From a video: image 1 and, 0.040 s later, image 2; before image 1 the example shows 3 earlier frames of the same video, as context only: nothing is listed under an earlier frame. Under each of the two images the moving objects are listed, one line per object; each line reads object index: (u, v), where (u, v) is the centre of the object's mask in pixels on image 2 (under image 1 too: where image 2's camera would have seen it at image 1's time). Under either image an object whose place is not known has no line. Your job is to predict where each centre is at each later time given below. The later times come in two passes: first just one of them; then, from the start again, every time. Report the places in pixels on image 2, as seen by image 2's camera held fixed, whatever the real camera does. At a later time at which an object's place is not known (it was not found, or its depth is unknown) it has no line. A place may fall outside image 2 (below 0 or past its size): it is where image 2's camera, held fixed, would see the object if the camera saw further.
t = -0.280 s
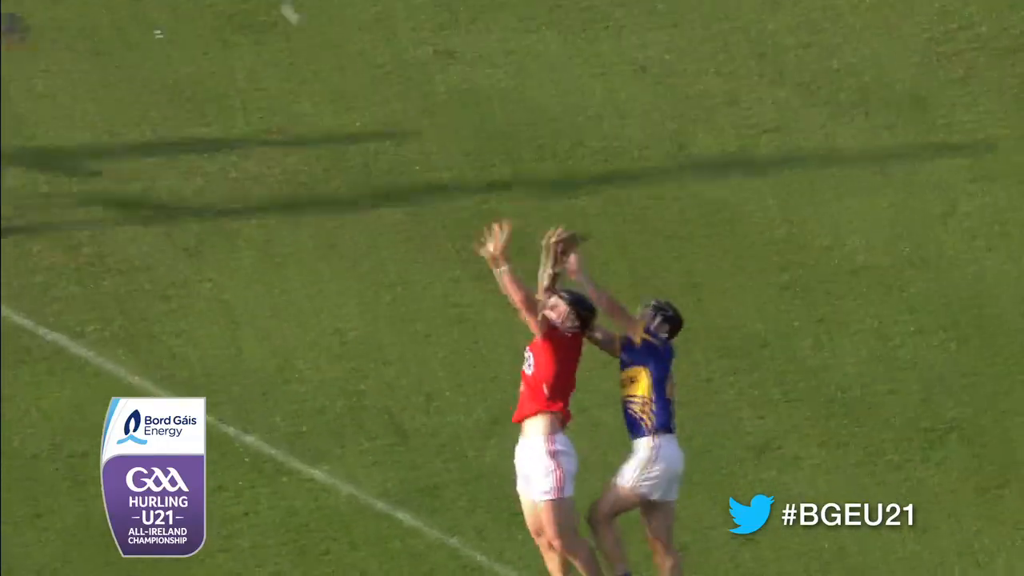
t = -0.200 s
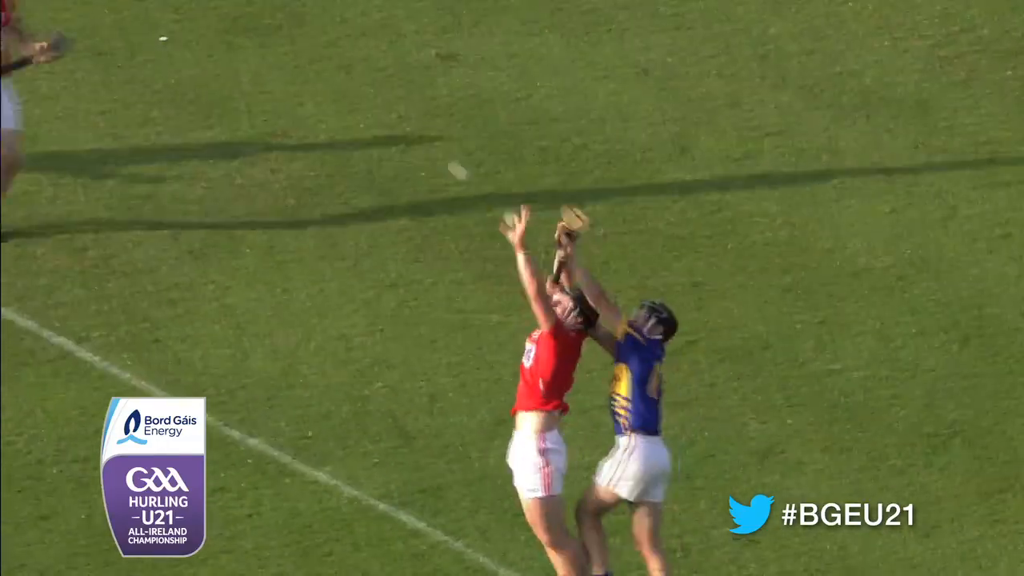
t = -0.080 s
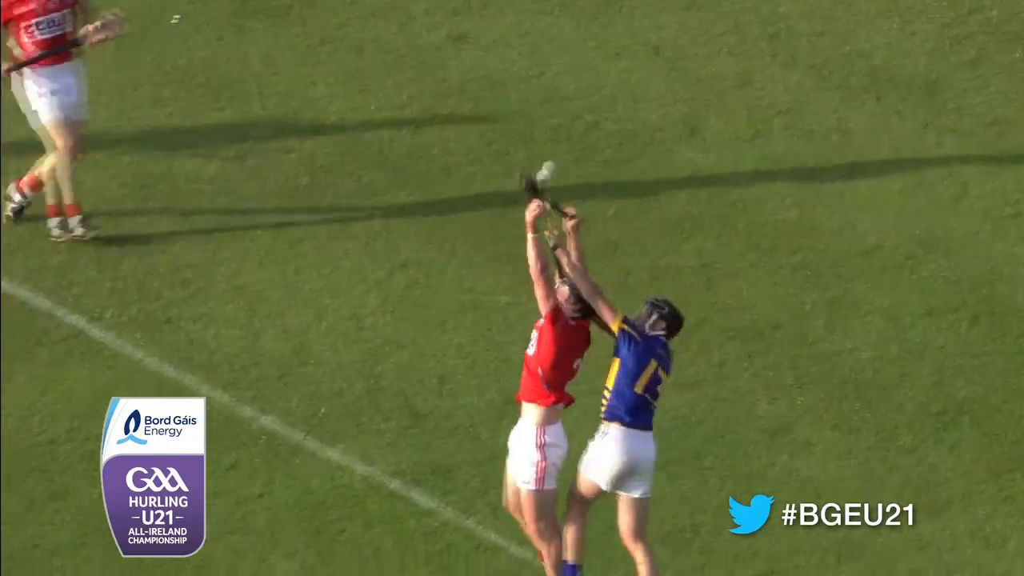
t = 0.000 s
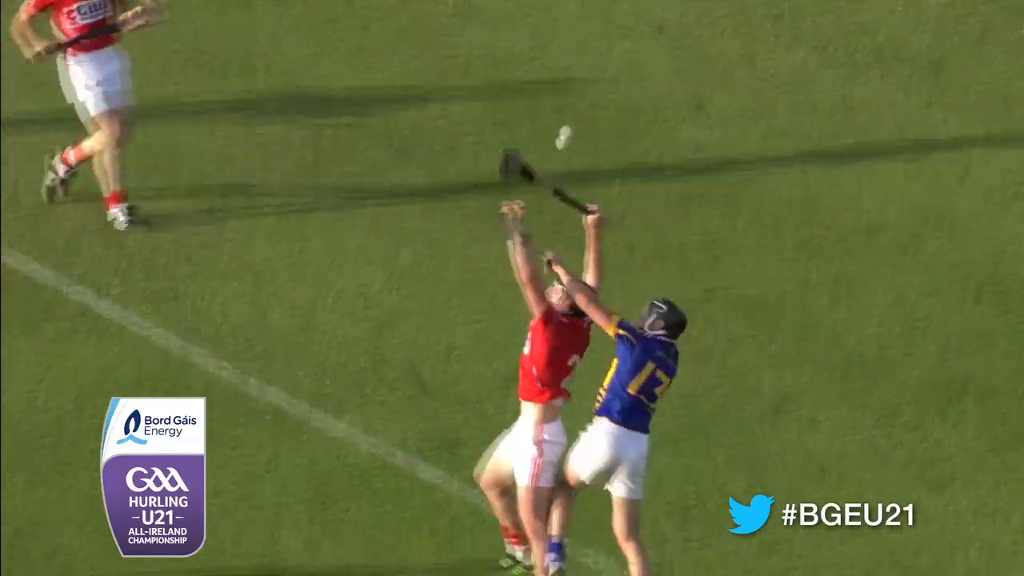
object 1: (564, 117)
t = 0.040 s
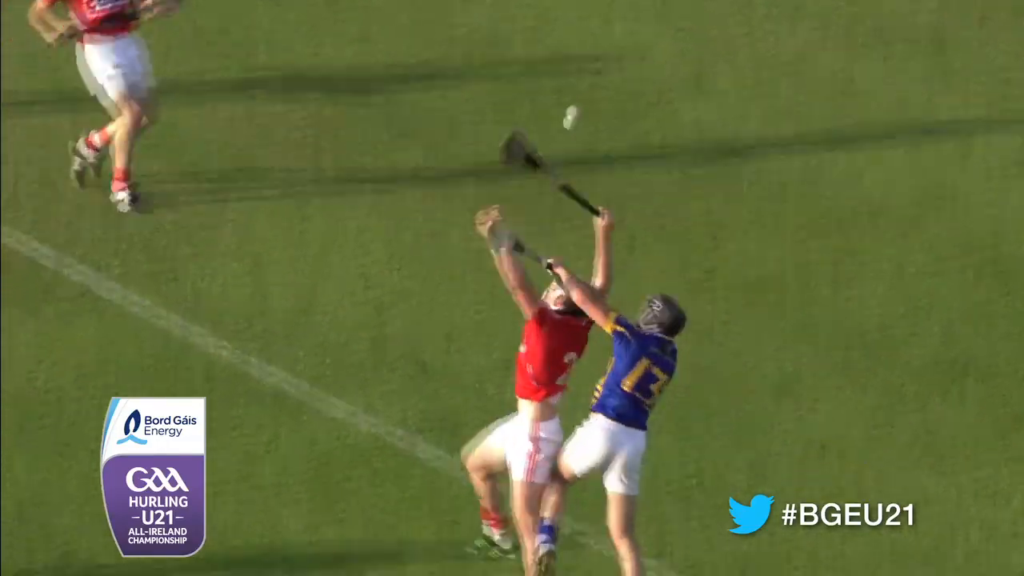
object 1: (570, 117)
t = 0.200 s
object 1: (595, 144)
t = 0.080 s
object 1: (576, 118)
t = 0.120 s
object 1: (584, 125)
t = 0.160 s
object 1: (589, 132)
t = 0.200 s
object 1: (595, 144)
